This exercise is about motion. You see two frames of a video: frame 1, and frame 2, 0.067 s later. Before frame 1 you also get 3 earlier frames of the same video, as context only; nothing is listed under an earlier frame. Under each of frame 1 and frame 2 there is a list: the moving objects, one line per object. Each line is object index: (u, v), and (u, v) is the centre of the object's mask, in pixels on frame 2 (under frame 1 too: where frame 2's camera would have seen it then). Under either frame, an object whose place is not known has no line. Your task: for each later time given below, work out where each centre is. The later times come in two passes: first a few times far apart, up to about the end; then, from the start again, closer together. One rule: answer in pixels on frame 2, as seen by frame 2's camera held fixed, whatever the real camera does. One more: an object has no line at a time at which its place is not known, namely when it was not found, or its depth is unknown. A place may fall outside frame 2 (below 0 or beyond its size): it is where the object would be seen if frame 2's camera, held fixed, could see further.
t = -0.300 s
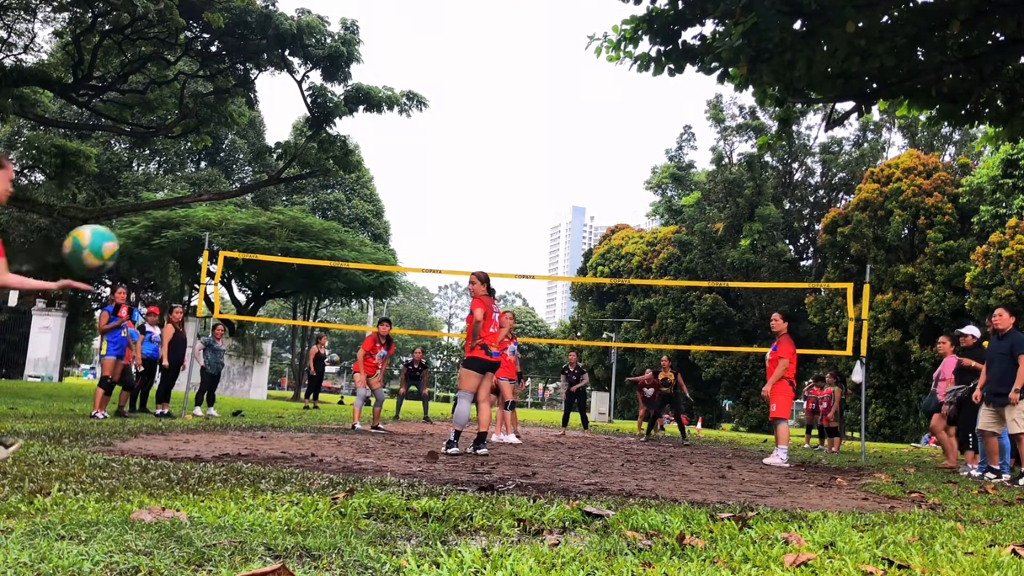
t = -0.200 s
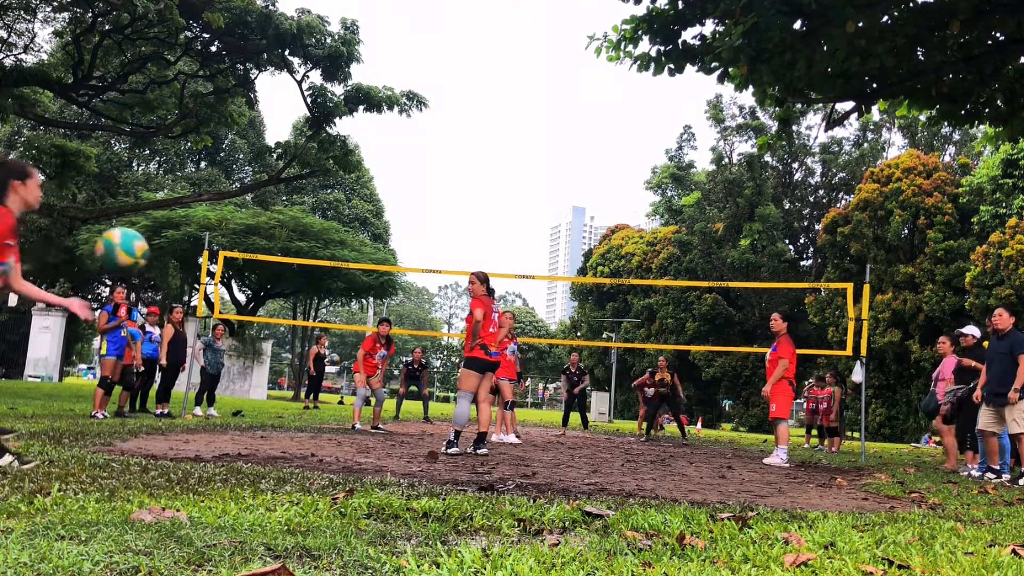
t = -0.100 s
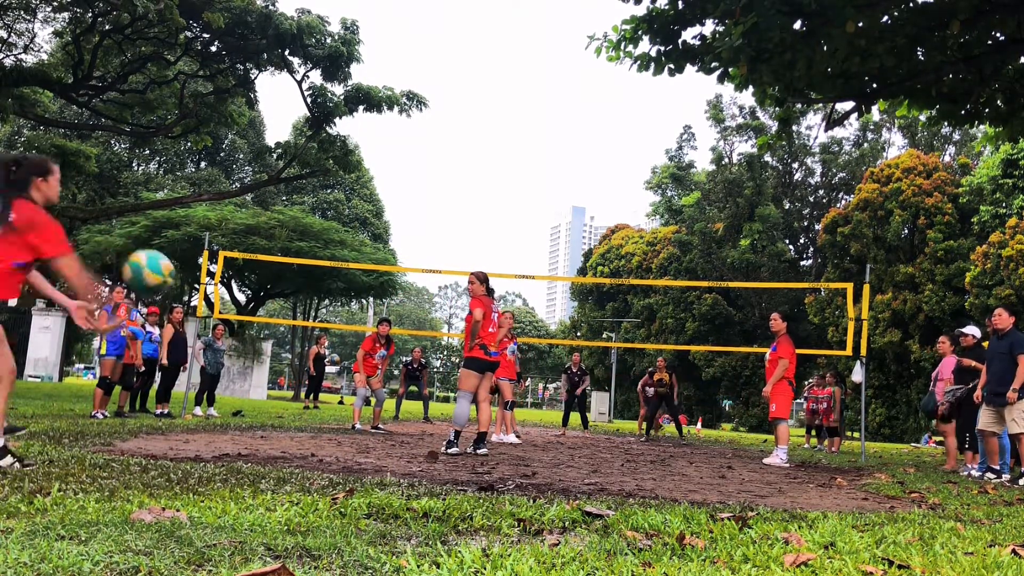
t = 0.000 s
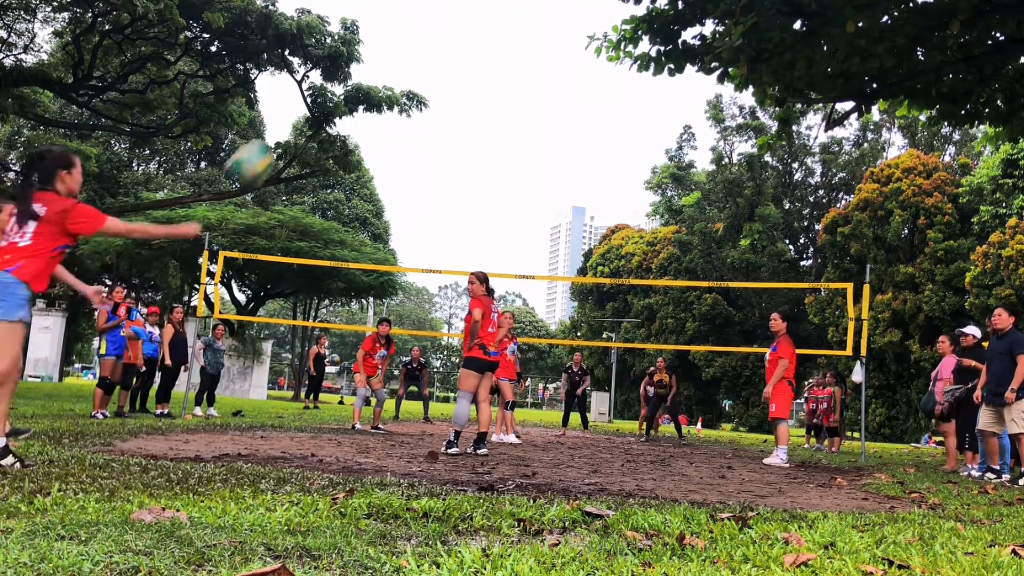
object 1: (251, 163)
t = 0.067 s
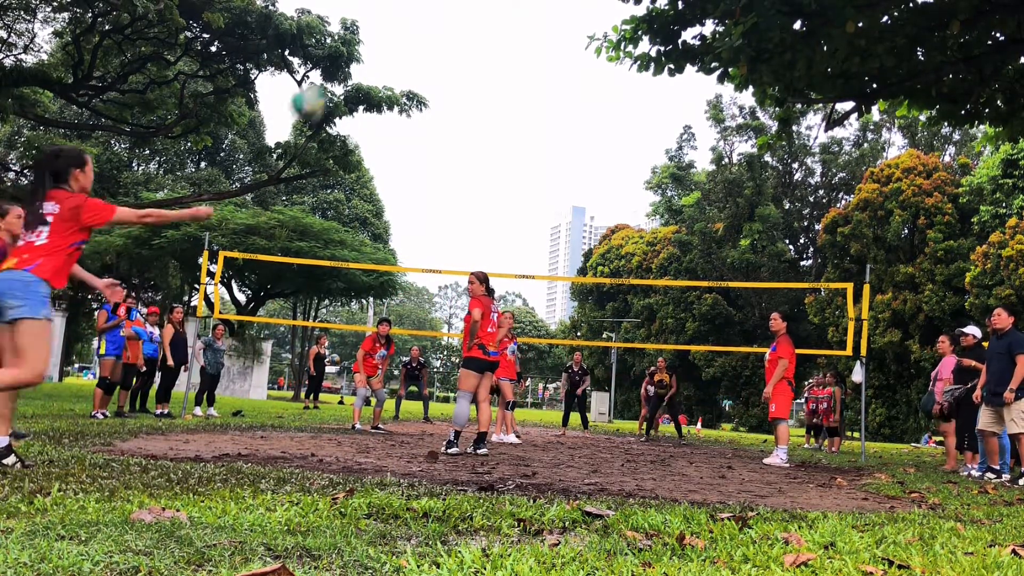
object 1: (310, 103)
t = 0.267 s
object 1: (412, 16)
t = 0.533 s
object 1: (489, 7)
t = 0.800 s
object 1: (536, 54)
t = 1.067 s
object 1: (565, 138)
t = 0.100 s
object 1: (331, 80)
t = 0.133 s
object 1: (349, 63)
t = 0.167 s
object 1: (368, 48)
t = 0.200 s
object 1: (384, 36)
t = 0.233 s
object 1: (398, 25)
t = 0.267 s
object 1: (412, 16)
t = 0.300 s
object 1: (424, 11)
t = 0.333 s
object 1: (435, 8)
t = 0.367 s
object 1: (446, 6)
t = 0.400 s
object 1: (455, 5)
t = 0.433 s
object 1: (465, 5)
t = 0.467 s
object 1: (473, 5)
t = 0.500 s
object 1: (481, 6)
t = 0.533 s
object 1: (489, 7)
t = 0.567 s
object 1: (496, 9)
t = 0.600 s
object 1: (503, 13)
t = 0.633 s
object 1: (510, 18)
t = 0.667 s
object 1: (515, 24)
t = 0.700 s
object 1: (521, 30)
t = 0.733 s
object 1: (526, 38)
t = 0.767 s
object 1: (531, 46)
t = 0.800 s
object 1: (536, 54)
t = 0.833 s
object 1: (540, 63)
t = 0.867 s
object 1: (545, 73)
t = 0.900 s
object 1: (549, 82)
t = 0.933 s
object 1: (552, 92)
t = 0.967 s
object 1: (556, 103)
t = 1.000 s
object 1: (559, 115)
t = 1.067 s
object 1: (565, 138)
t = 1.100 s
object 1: (568, 150)
